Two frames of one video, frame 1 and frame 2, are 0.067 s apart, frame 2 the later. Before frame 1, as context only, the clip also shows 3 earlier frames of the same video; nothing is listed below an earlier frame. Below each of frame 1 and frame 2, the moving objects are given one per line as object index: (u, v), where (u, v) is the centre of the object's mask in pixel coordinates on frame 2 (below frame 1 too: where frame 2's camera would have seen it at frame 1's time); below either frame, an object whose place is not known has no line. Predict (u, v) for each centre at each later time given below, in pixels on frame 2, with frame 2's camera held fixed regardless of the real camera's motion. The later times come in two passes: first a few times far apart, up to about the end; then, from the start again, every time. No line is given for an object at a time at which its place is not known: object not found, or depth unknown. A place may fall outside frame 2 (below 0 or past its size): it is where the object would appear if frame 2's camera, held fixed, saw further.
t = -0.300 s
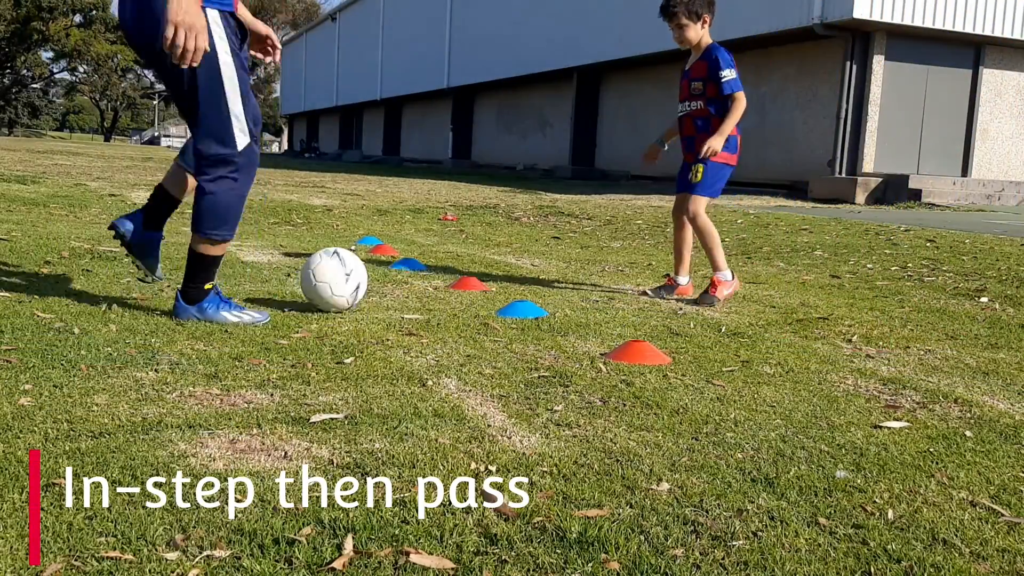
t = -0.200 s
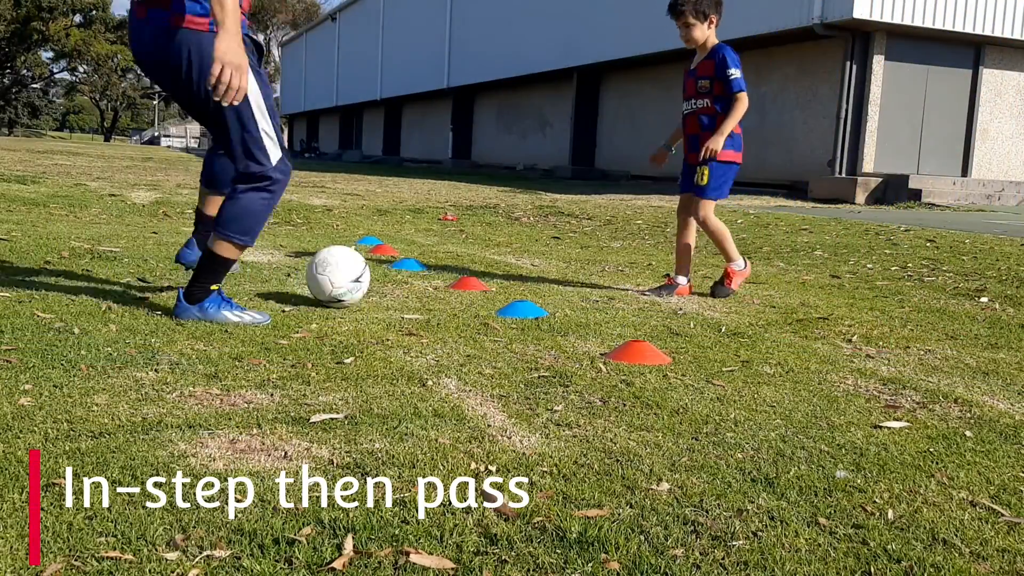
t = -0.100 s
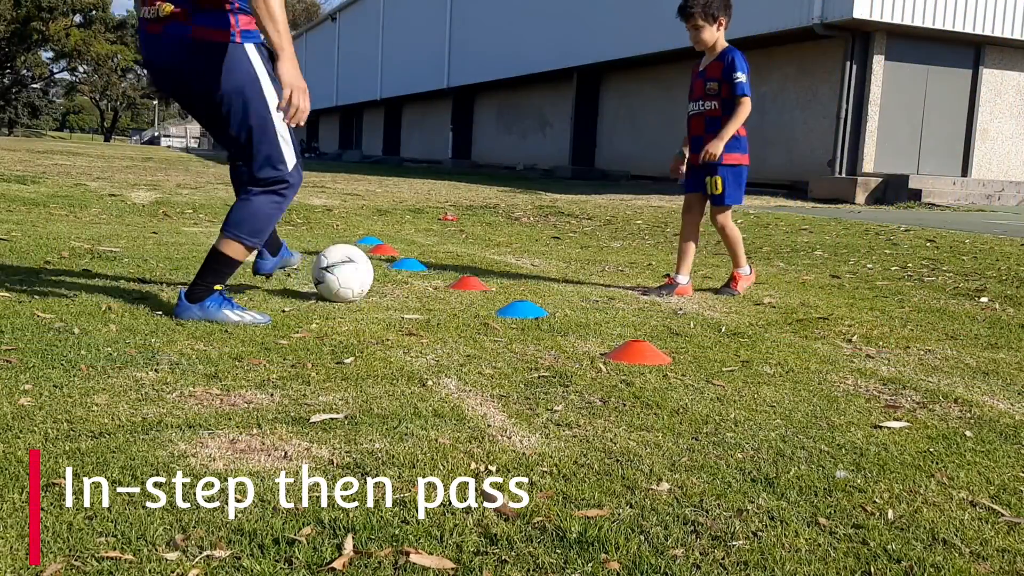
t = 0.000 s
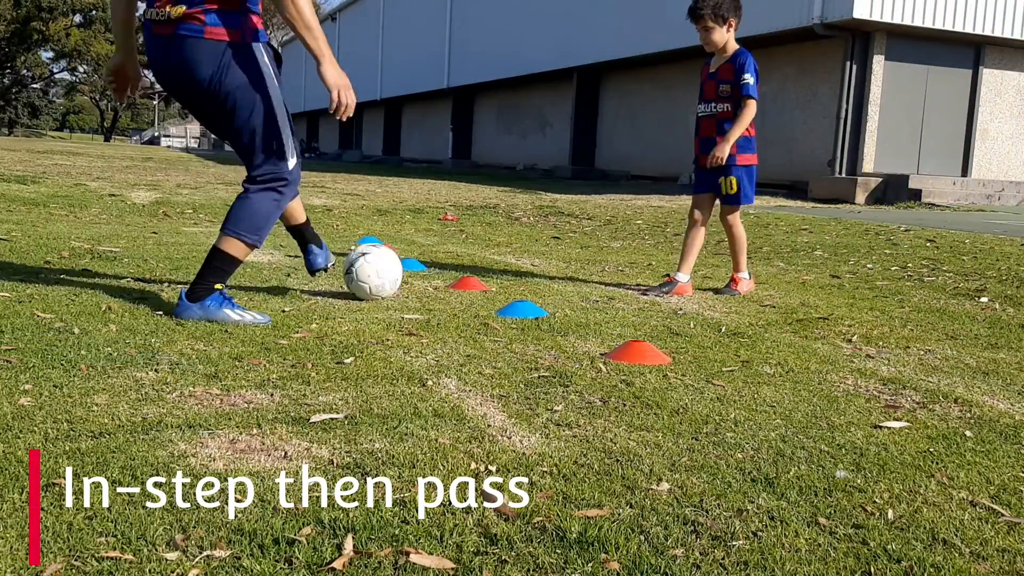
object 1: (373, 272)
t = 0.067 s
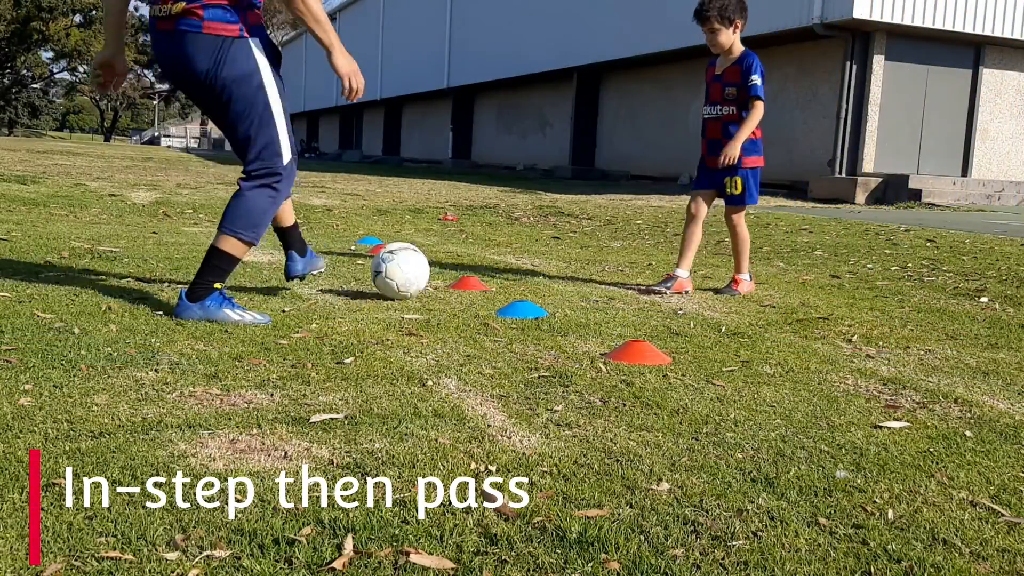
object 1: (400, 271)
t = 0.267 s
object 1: (470, 274)
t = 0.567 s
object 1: (551, 272)
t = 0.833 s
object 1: (614, 272)
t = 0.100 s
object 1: (412, 271)
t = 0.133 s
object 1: (425, 273)
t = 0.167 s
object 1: (436, 272)
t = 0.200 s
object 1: (448, 270)
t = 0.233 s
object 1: (459, 271)
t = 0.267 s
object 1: (470, 274)
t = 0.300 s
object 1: (479, 272)
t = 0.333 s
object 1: (489, 271)
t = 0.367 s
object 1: (498, 272)
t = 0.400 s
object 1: (508, 274)
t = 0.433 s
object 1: (516, 273)
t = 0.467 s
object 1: (525, 272)
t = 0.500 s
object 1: (534, 273)
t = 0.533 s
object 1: (542, 272)
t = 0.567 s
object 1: (551, 272)
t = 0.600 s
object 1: (559, 272)
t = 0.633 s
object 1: (568, 273)
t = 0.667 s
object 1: (576, 272)
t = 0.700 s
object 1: (584, 273)
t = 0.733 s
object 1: (592, 272)
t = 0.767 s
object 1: (599, 272)
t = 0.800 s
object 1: (607, 273)
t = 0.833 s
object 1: (614, 272)
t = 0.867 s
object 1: (621, 273)
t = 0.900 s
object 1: (628, 273)
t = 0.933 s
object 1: (635, 273)
